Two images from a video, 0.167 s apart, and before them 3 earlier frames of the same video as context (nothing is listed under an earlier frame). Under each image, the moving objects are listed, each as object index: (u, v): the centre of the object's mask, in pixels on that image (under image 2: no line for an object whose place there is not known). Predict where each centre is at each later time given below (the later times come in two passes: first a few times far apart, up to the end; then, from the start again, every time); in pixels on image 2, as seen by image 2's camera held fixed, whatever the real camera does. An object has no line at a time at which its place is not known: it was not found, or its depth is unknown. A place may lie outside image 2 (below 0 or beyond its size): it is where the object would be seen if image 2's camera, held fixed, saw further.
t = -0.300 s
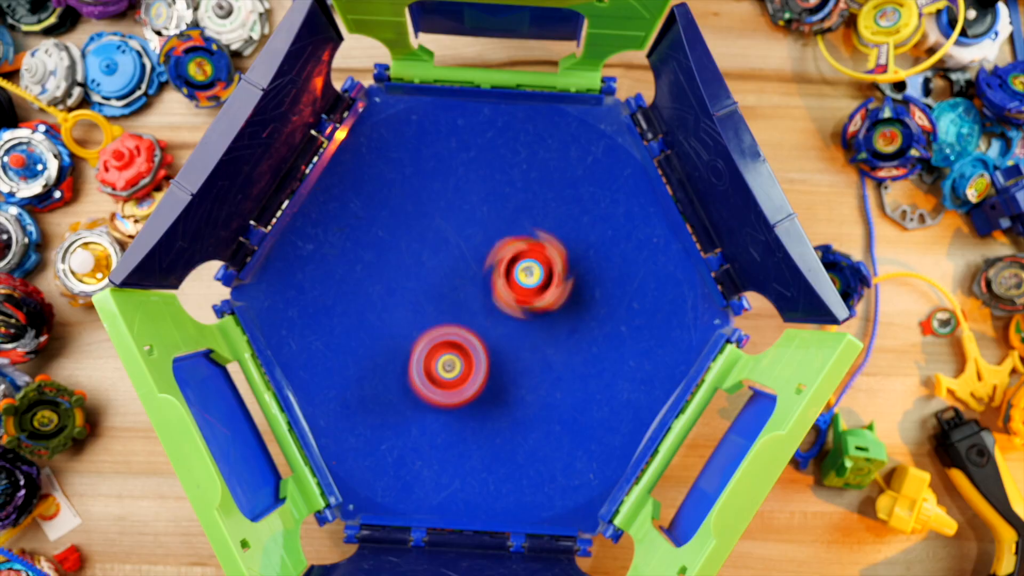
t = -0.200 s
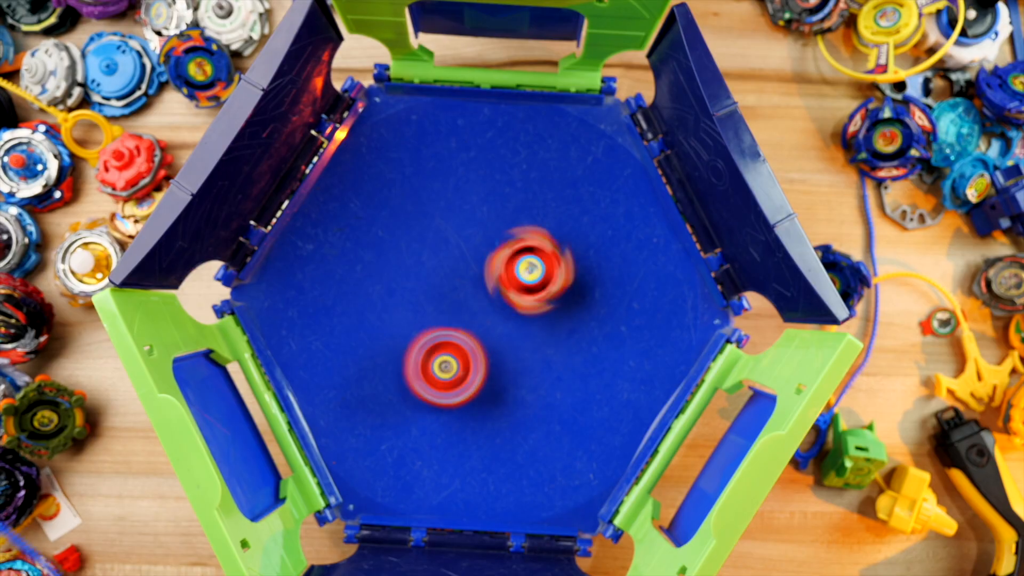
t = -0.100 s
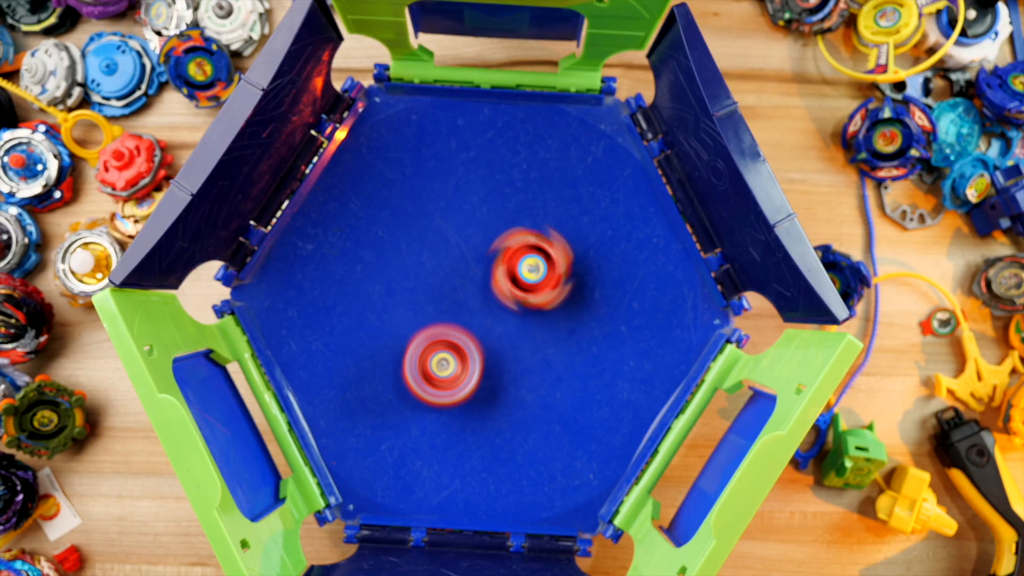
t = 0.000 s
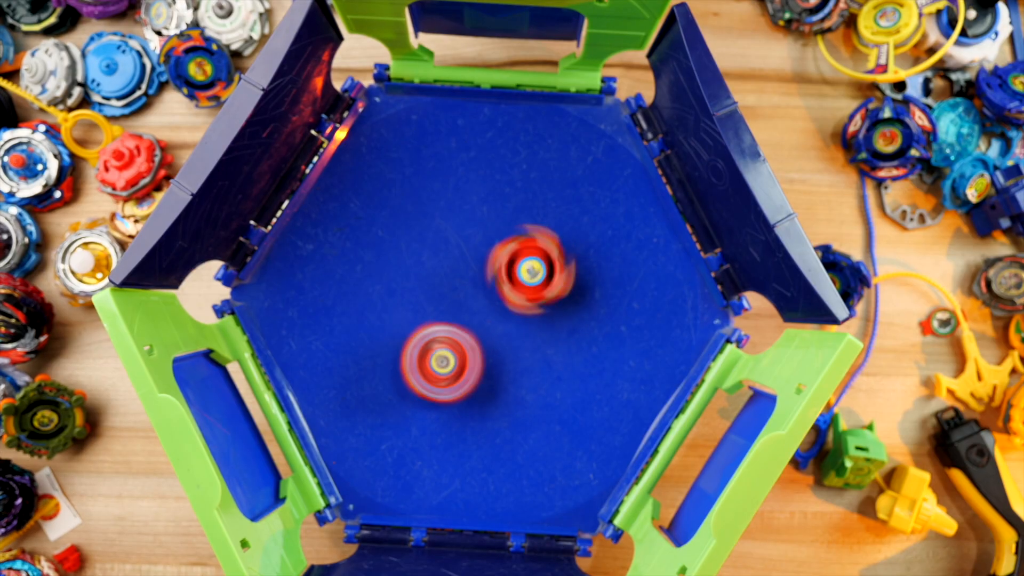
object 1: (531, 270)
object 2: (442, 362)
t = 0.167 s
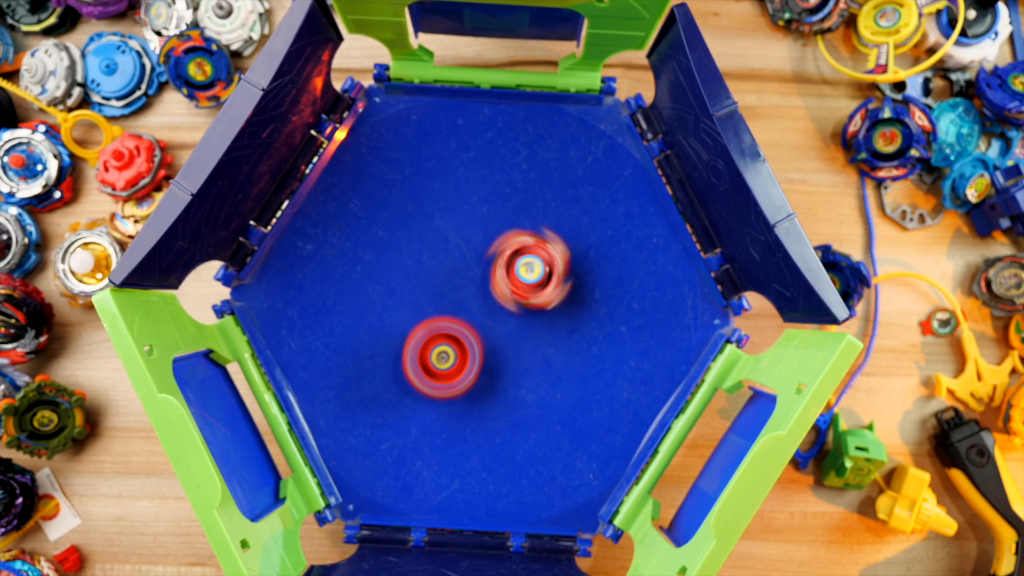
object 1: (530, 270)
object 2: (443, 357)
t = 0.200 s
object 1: (527, 271)
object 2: (444, 356)
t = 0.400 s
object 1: (531, 274)
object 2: (449, 354)
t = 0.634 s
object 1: (536, 278)
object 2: (454, 358)
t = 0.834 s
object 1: (538, 282)
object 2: (454, 364)
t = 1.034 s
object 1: (539, 282)
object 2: (449, 367)
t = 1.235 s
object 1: (542, 285)
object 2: (445, 363)
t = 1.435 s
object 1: (539, 287)
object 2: (447, 357)
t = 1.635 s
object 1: (541, 287)
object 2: (452, 355)
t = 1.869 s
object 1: (539, 290)
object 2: (456, 358)
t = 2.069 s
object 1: (537, 293)
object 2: (455, 363)
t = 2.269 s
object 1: (542, 290)
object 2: (450, 364)
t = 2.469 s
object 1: (541, 289)
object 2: (447, 360)
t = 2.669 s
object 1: (537, 286)
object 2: (449, 355)
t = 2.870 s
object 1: (534, 290)
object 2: (454, 354)
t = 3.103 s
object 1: (535, 292)
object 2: (454, 358)
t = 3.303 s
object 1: (534, 291)
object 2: (450, 362)
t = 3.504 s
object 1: (533, 289)
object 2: (447, 361)
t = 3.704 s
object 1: (532, 284)
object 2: (447, 356)
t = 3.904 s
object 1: (520, 301)
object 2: (450, 354)
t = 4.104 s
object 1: (577, 305)
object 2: (391, 340)
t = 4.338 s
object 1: (580, 299)
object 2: (389, 340)
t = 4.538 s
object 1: (564, 293)
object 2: (393, 337)
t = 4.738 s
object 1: (559, 303)
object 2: (399, 339)
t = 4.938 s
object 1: (564, 312)
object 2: (403, 343)
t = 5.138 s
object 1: (579, 299)
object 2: (403, 347)
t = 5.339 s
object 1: (563, 284)
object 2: (402, 351)
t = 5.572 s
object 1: (549, 295)
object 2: (403, 347)
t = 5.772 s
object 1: (553, 306)
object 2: (407, 349)
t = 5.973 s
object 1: (573, 299)
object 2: (409, 351)
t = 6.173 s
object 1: (568, 281)
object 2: (410, 354)
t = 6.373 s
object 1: (545, 278)
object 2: (409, 356)
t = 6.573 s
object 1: (536, 293)
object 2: (411, 354)
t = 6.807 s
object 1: (550, 307)
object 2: (414, 355)
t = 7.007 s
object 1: (571, 296)
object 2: (415, 357)
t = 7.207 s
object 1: (573, 291)
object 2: (417, 358)
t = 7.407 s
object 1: (554, 299)
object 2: (417, 359)
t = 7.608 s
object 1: (547, 320)
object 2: (420, 359)
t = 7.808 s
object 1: (559, 340)
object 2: (420, 360)
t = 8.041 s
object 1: (568, 353)
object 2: (422, 360)
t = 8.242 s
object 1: (555, 357)
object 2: (423, 362)
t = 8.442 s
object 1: (532, 357)
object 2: (424, 361)
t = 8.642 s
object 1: (518, 347)
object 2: (425, 359)
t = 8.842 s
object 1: (515, 339)
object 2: (422, 355)
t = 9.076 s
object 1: (520, 322)
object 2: (420, 353)
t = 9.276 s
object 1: (520, 300)
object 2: (421, 354)
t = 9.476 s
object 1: (527, 300)
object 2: (422, 354)
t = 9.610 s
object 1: (523, 297)
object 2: (423, 357)
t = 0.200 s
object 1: (527, 271)
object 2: (444, 356)
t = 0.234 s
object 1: (528, 273)
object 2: (444, 356)
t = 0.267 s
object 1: (530, 273)
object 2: (445, 355)
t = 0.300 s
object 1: (529, 272)
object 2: (446, 354)
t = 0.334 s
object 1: (529, 275)
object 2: (447, 354)
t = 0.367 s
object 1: (531, 275)
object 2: (448, 354)
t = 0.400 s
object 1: (531, 274)
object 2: (449, 354)
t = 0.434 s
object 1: (530, 276)
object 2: (450, 354)
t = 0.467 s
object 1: (532, 278)
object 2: (451, 354)
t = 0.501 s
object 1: (534, 277)
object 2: (452, 355)
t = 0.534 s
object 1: (534, 276)
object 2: (453, 355)
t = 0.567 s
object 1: (532, 277)
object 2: (453, 356)
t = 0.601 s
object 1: (534, 279)
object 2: (454, 357)
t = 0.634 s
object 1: (536, 278)
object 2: (454, 358)
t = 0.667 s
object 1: (535, 278)
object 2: (455, 359)
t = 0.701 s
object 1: (535, 280)
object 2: (455, 360)
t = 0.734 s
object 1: (537, 280)
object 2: (454, 361)
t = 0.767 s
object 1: (537, 279)
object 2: (454, 362)
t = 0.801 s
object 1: (536, 280)
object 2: (454, 363)
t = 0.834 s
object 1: (538, 282)
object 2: (454, 364)
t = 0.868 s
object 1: (539, 281)
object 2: (453, 365)
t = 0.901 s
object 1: (539, 281)
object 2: (453, 365)
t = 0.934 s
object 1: (538, 283)
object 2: (452, 366)
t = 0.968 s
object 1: (540, 284)
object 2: (451, 366)
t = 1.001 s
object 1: (541, 282)
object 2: (450, 366)
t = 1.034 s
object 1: (539, 282)
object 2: (449, 367)
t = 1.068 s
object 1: (539, 284)
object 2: (449, 366)
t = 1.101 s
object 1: (541, 285)
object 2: (447, 366)
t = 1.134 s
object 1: (541, 283)
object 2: (447, 365)
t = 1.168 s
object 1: (540, 284)
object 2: (447, 365)
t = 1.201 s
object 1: (540, 286)
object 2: (446, 363)
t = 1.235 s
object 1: (542, 285)
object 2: (445, 363)
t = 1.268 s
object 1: (541, 284)
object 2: (445, 362)
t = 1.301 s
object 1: (539, 285)
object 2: (446, 361)
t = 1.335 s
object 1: (541, 287)
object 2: (445, 360)
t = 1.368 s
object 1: (542, 286)
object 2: (446, 359)
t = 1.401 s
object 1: (540, 285)
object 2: (446, 358)
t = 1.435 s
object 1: (539, 287)
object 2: (447, 357)
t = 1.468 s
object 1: (541, 288)
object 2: (447, 357)
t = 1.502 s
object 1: (541, 286)
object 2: (448, 356)
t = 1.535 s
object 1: (539, 286)
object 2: (449, 356)
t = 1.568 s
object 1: (539, 289)
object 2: (450, 355)
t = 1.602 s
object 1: (541, 289)
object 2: (451, 355)
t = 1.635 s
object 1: (541, 287)
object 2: (452, 355)
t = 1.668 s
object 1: (539, 287)
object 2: (453, 355)
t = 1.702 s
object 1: (539, 289)
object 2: (453, 355)
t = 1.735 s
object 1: (540, 289)
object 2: (454, 355)
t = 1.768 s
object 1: (539, 288)
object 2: (455, 356)
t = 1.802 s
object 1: (538, 290)
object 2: (456, 357)
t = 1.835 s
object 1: (539, 291)
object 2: (456, 357)
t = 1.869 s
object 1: (539, 290)
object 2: (456, 358)
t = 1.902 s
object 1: (537, 290)
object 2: (456, 359)
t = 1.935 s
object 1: (537, 292)
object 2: (456, 360)
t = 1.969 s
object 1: (539, 293)
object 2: (455, 360)
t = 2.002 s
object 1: (539, 292)
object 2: (455, 362)
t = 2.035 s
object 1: (538, 292)
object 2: (455, 362)
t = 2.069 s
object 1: (537, 293)
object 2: (455, 363)
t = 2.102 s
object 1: (539, 294)
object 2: (453, 364)
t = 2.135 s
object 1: (540, 292)
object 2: (453, 364)
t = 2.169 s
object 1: (539, 292)
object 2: (452, 364)
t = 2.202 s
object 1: (541, 293)
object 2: (451, 364)
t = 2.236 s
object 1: (543, 292)
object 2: (450, 364)
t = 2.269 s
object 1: (542, 290)
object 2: (450, 364)
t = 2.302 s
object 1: (541, 291)
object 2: (449, 363)
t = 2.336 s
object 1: (542, 292)
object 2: (449, 363)
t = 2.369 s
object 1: (544, 291)
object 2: (448, 362)
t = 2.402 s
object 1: (543, 288)
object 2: (448, 361)
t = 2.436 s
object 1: (541, 288)
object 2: (447, 360)
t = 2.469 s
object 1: (541, 289)
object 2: (447, 360)
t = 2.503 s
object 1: (542, 288)
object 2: (447, 359)
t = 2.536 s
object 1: (540, 287)
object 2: (448, 357)
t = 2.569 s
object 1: (538, 287)
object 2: (448, 357)
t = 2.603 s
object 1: (539, 288)
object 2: (448, 357)
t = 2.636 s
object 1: (539, 287)
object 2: (449, 356)
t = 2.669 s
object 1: (537, 286)
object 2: (449, 355)
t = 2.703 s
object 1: (535, 288)
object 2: (450, 355)
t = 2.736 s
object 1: (536, 289)
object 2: (450, 355)
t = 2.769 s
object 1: (536, 288)
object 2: (451, 354)
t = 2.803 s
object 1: (534, 287)
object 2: (452, 354)
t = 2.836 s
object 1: (533, 288)
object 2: (452, 354)
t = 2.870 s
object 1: (534, 290)
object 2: (454, 354)
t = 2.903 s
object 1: (535, 290)
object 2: (454, 354)
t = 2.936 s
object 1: (534, 288)
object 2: (454, 355)
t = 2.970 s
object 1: (533, 289)
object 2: (455, 356)
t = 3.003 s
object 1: (534, 290)
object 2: (455, 356)
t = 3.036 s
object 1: (534, 290)
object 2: (455, 356)
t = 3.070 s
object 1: (534, 290)
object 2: (454, 358)
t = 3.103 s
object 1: (535, 292)
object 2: (454, 358)
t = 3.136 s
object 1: (537, 290)
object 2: (454, 359)
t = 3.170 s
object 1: (536, 288)
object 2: (453, 360)
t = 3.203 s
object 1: (534, 287)
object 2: (453, 361)
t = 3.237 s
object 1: (533, 288)
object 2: (452, 361)
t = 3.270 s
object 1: (533, 290)
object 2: (451, 361)
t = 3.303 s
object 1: (534, 291)
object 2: (450, 362)
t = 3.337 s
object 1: (536, 291)
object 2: (450, 362)
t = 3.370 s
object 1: (537, 288)
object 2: (449, 361)
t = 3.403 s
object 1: (534, 285)
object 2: (449, 362)
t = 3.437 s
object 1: (530, 287)
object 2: (448, 362)
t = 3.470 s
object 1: (531, 290)
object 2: (448, 361)
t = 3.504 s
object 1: (533, 289)
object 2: (447, 361)
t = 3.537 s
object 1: (533, 287)
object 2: (447, 360)
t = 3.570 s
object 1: (530, 286)
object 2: (447, 360)
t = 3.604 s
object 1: (528, 289)
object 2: (446, 359)
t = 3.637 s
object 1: (531, 290)
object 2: (446, 358)
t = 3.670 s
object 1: (533, 288)
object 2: (446, 358)
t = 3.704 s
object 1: (532, 284)
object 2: (447, 356)
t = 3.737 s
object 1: (528, 282)
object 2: (447, 357)
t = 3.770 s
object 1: (524, 283)
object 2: (447, 357)
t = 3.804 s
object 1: (521, 285)
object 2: (448, 355)
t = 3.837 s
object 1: (519, 291)
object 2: (448, 355)
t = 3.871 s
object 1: (519, 298)
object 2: (448, 355)
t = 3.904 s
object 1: (520, 301)
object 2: (450, 354)
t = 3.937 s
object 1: (529, 303)
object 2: (440, 353)
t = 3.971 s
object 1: (541, 307)
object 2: (424, 350)
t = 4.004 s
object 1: (559, 308)
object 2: (411, 347)
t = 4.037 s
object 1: (568, 307)
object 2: (401, 344)
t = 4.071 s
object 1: (575, 307)
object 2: (395, 341)
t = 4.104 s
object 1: (577, 305)
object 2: (391, 340)
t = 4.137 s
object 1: (574, 305)
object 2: (390, 338)
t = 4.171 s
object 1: (572, 307)
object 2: (390, 338)
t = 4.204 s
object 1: (573, 310)
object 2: (391, 339)
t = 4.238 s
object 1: (576, 312)
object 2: (391, 339)
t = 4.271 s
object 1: (581, 309)
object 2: (391, 340)
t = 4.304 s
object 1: (582, 303)
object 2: (391, 340)
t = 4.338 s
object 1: (580, 299)
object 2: (389, 340)
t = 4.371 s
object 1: (579, 295)
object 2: (389, 340)
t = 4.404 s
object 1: (576, 293)
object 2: (389, 339)
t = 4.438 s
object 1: (573, 293)
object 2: (389, 338)
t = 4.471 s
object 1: (572, 292)
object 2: (391, 338)
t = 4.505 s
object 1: (568, 291)
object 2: (391, 337)
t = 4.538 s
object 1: (564, 293)
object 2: (393, 337)
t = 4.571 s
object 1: (562, 294)
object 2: (394, 337)
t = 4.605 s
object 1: (559, 296)
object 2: (395, 337)
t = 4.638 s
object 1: (558, 299)
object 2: (397, 337)
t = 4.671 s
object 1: (559, 300)
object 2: (398, 338)
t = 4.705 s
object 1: (558, 301)
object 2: (399, 339)
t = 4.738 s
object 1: (559, 303)
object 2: (399, 339)
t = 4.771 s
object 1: (558, 303)
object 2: (400, 340)
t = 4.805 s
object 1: (558, 306)
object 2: (401, 340)
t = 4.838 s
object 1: (559, 307)
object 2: (401, 342)
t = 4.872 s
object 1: (560, 309)
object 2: (402, 342)
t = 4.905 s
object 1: (561, 311)
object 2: (402, 342)
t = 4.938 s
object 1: (564, 312)
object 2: (403, 343)
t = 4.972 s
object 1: (566, 313)
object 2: (403, 343)
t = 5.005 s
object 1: (570, 313)
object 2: (403, 345)
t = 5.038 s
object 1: (574, 311)
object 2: (403, 345)
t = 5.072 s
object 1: (577, 307)
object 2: (403, 346)
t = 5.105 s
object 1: (578, 304)
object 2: (403, 346)
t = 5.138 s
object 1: (579, 299)
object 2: (403, 347)
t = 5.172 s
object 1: (578, 295)
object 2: (403, 348)
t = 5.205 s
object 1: (577, 293)
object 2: (403, 348)
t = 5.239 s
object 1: (575, 289)
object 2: (403, 349)
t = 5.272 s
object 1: (571, 286)
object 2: (403, 349)
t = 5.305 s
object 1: (567, 285)
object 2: (402, 350)
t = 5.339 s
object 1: (563, 284)
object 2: (402, 351)
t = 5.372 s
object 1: (559, 284)
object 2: (400, 350)
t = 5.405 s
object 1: (556, 286)
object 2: (400, 350)
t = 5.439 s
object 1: (555, 287)
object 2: (400, 349)
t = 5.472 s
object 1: (552, 288)
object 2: (400, 349)
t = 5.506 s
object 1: (551, 292)
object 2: (401, 348)
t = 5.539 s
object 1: (551, 293)
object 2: (401, 348)
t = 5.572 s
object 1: (549, 295)
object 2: (403, 347)
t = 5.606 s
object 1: (550, 298)
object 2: (403, 347)
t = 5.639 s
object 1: (550, 299)
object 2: (405, 348)
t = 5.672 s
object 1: (551, 302)
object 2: (405, 347)
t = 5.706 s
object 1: (553, 303)
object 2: (406, 348)
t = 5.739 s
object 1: (553, 304)
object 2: (407, 348)
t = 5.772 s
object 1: (553, 306)
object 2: (407, 349)
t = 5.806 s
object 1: (556, 307)
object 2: (408, 349)
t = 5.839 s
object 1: (559, 307)
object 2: (408, 349)
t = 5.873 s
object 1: (562, 309)
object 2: (409, 350)
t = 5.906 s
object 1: (568, 307)
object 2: (408, 350)
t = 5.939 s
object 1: (571, 303)
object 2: (409, 351)
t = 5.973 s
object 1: (573, 299)
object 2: (409, 351)
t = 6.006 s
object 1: (575, 296)
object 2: (409, 351)
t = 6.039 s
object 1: (575, 293)
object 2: (410, 351)
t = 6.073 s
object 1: (574, 290)
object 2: (410, 352)
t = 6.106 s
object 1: (573, 286)
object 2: (410, 353)
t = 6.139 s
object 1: (571, 282)
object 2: (410, 353)
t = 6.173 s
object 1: (568, 281)
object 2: (410, 354)
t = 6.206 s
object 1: (565, 279)
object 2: (411, 354)
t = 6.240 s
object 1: (561, 276)
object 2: (410, 355)
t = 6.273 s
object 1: (556, 276)
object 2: (410, 356)
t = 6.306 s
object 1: (553, 277)
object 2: (409, 356)
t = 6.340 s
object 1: (549, 276)
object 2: (410, 356)
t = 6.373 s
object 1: (545, 278)
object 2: (409, 356)
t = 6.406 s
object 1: (542, 281)
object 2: (409, 356)
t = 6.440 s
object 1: (540, 282)
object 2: (409, 355)
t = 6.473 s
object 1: (538, 285)
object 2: (409, 355)
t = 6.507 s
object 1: (537, 289)
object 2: (410, 354)
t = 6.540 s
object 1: (537, 290)
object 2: (410, 354)
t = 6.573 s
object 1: (536, 293)
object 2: (411, 354)
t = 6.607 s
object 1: (537, 296)
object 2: (412, 354)
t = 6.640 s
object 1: (538, 297)
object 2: (413, 354)
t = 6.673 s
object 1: (539, 300)
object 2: (413, 354)
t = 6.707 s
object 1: (542, 303)
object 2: (413, 355)
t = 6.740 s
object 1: (545, 304)
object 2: (414, 355)
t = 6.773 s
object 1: (547, 305)
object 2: (414, 355)
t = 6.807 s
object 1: (550, 307)
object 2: (414, 355)
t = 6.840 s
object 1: (554, 306)
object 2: (414, 355)
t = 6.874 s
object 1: (557, 305)
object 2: (415, 356)
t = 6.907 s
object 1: (562, 305)
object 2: (415, 356)
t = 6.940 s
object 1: (567, 302)
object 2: (415, 356)
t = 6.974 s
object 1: (569, 298)
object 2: (415, 356)
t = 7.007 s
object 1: (571, 296)
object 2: (415, 357)
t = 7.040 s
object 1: (573, 294)
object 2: (416, 357)
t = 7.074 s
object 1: (575, 291)
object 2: (416, 357)
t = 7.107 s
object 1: (573, 289)
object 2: (416, 357)
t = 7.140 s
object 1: (572, 291)
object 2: (416, 357)
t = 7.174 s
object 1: (573, 292)
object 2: (417, 358)
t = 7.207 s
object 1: (573, 291)
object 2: (417, 358)
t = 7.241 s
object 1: (569, 290)
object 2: (417, 359)
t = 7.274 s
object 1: (564, 292)
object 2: (417, 359)
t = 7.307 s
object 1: (562, 295)
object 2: (416, 360)
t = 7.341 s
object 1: (561, 297)
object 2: (417, 359)
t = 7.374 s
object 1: (559, 297)
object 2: (416, 359)
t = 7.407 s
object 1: (554, 299)
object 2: (417, 359)
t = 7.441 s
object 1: (551, 304)
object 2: (416, 359)
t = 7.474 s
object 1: (549, 309)
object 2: (417, 359)
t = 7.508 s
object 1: (547, 313)
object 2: (418, 358)
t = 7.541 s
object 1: (547, 317)
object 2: (418, 358)
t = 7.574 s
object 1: (548, 318)
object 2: (419, 358)
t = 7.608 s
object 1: (547, 320)
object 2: (420, 359)
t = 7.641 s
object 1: (547, 322)
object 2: (420, 359)
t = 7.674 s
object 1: (547, 326)
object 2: (420, 359)
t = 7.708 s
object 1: (548, 330)
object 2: (421, 360)
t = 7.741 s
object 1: (552, 335)
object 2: (420, 360)
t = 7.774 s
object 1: (557, 338)
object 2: (420, 360)
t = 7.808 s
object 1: (559, 340)
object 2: (420, 360)
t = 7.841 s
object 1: (561, 343)
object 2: (420, 360)
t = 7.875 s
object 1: (563, 348)
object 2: (420, 360)
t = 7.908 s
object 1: (567, 349)
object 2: (420, 360)
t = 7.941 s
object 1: (566, 350)
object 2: (421, 360)
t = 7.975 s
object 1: (565, 353)
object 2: (421, 360)
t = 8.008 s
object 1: (568, 356)
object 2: (422, 360)
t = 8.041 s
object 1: (568, 353)
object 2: (422, 360)
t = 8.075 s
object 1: (563, 353)
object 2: (423, 360)
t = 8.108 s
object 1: (561, 356)
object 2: (423, 360)
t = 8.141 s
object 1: (562, 358)
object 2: (423, 361)
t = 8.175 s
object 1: (562, 357)
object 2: (423, 361)
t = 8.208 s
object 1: (559, 355)
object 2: (423, 362)
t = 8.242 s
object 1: (555, 357)
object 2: (423, 362)
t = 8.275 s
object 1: (552, 358)
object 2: (423, 362)
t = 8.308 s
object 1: (550, 359)
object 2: (423, 361)
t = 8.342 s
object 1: (545, 358)
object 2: (423, 361)
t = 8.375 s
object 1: (540, 358)
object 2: (424, 362)
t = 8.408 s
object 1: (535, 358)
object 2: (424, 361)
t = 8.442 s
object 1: (532, 357)
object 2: (424, 361)
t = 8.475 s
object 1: (528, 355)
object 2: (424, 361)
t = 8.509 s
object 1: (524, 353)
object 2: (424, 361)
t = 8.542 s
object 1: (521, 354)
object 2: (424, 360)
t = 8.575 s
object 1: (521, 353)
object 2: (424, 360)
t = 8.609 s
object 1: (521, 350)
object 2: (425, 359)
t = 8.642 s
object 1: (518, 347)
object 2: (425, 359)
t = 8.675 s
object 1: (516, 347)
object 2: (426, 358)
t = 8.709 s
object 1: (516, 348)
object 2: (425, 357)
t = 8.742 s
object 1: (516, 347)
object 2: (425, 357)
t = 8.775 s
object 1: (515, 343)
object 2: (425, 356)
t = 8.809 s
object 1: (515, 341)
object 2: (423, 357)
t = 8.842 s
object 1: (515, 339)
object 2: (422, 355)
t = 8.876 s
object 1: (514, 337)
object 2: (421, 355)
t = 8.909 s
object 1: (515, 336)
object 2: (421, 354)
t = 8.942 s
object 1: (518, 333)
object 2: (420, 353)
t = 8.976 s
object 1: (518, 329)
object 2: (421, 353)
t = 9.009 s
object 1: (519, 327)
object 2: (421, 353)
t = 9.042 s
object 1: (519, 324)
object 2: (421, 353)
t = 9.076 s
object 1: (520, 322)
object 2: (420, 353)
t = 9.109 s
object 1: (523, 318)
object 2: (421, 353)
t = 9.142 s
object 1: (524, 311)
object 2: (421, 353)
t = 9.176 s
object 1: (523, 306)
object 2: (421, 354)
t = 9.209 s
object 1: (522, 303)
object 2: (421, 354)
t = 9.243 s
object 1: (521, 301)
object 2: (421, 354)
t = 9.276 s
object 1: (520, 300)
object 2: (421, 354)
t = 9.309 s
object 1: (518, 301)
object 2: (420, 354)
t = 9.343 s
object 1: (519, 302)
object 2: (421, 353)
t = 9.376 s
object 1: (520, 303)
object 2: (421, 353)
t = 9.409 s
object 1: (520, 303)
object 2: (421, 353)
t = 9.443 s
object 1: (523, 304)
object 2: (421, 353)
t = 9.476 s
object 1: (527, 300)
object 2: (422, 354)
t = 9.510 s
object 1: (526, 299)
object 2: (422, 354)
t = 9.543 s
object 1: (525, 298)
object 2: (423, 356)
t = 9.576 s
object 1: (524, 298)
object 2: (423, 356)
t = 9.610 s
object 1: (523, 297)
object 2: (423, 357)
